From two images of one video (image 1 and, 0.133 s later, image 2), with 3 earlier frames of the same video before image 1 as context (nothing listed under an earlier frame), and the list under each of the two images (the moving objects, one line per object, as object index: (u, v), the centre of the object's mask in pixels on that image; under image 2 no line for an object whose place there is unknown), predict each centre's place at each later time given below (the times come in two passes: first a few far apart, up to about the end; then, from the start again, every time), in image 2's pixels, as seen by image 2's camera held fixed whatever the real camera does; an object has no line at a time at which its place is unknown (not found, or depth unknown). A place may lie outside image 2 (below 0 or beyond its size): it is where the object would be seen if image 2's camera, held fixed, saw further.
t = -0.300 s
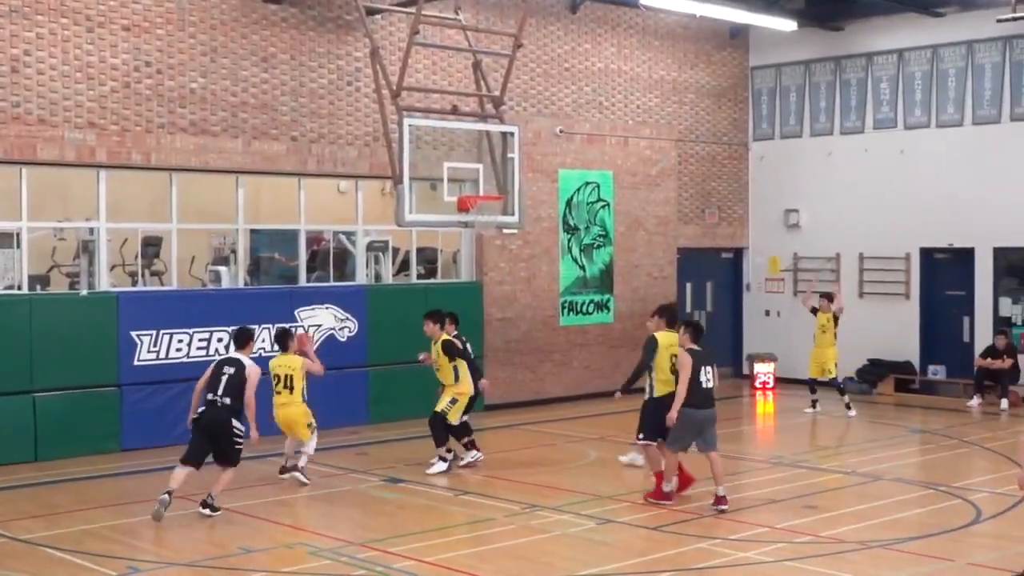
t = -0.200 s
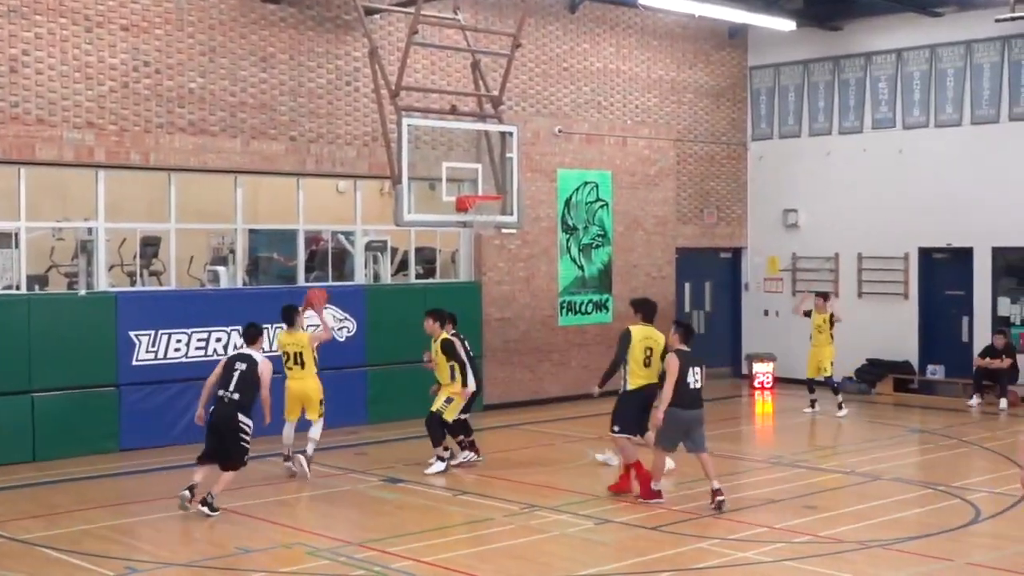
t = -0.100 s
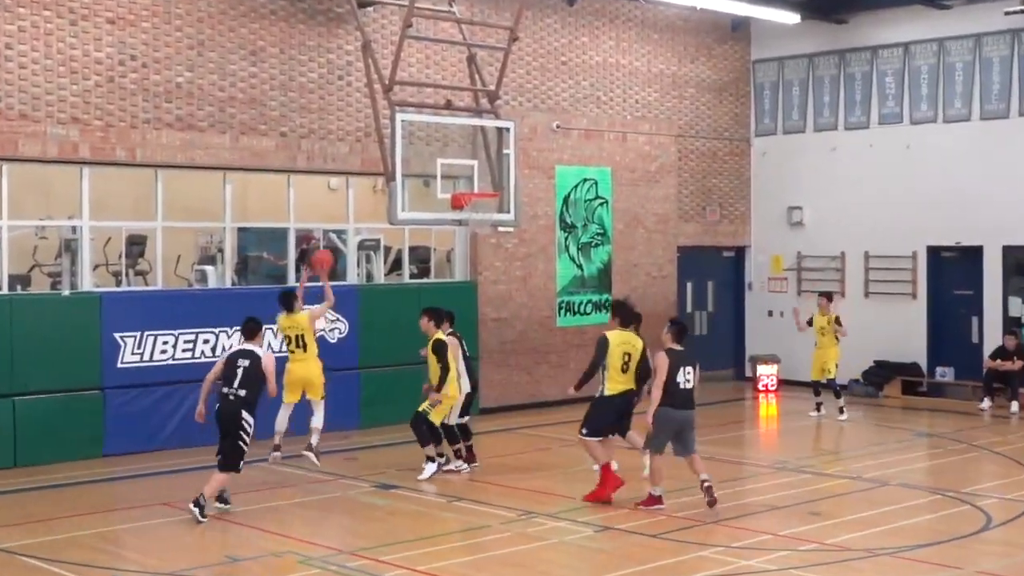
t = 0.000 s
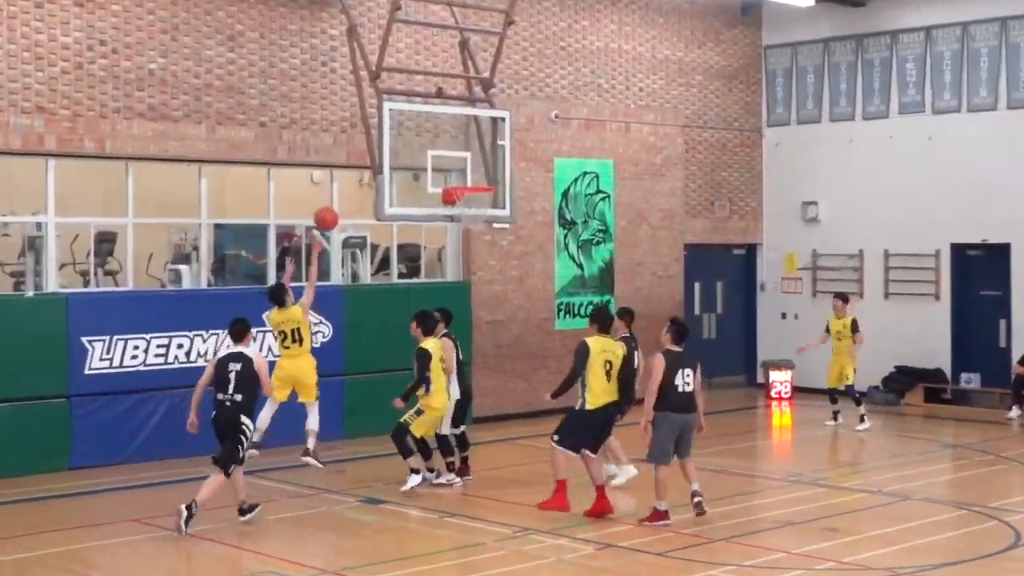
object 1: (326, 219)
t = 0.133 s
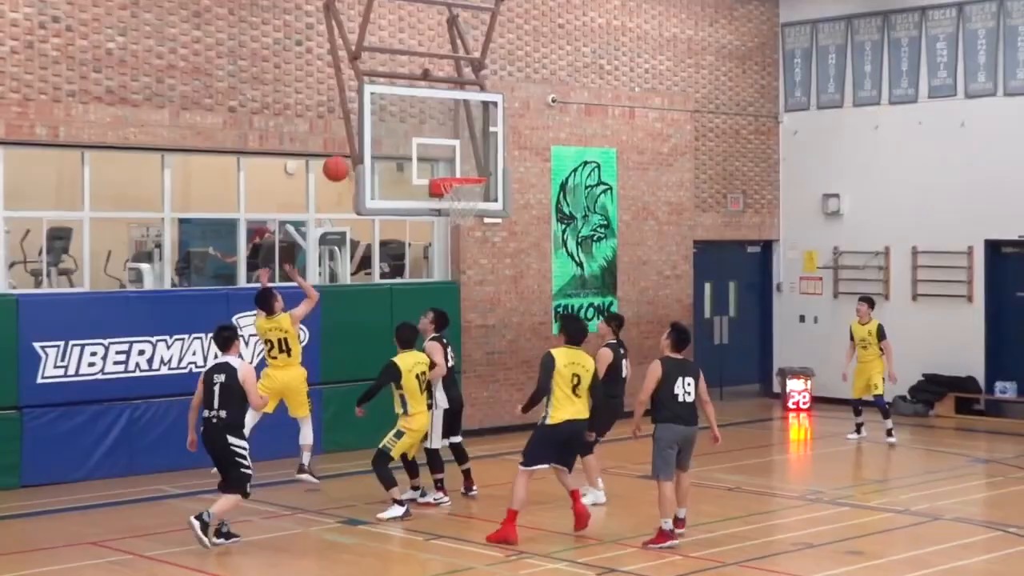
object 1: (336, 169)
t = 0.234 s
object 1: (361, 148)
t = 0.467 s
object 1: (415, 144)
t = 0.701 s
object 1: (466, 180)
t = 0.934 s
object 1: (496, 220)
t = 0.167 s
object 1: (344, 161)
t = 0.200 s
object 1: (352, 154)
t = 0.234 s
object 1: (361, 148)
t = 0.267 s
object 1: (369, 144)
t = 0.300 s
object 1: (376, 142)
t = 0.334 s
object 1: (384, 140)
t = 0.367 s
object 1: (392, 140)
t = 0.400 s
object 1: (399, 140)
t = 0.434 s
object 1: (407, 142)
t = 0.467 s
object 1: (415, 144)
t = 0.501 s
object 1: (423, 148)
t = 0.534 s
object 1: (430, 154)
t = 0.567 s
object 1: (437, 160)
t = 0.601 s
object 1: (444, 167)
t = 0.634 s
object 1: (451, 168)
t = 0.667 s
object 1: (458, 170)
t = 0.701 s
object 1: (466, 180)
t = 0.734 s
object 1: (469, 184)
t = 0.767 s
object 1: (473, 189)
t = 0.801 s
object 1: (477, 196)
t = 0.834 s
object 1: (482, 200)
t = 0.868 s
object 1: (486, 205)
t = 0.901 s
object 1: (491, 212)
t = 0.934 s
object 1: (496, 220)
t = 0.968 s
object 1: (500, 228)
